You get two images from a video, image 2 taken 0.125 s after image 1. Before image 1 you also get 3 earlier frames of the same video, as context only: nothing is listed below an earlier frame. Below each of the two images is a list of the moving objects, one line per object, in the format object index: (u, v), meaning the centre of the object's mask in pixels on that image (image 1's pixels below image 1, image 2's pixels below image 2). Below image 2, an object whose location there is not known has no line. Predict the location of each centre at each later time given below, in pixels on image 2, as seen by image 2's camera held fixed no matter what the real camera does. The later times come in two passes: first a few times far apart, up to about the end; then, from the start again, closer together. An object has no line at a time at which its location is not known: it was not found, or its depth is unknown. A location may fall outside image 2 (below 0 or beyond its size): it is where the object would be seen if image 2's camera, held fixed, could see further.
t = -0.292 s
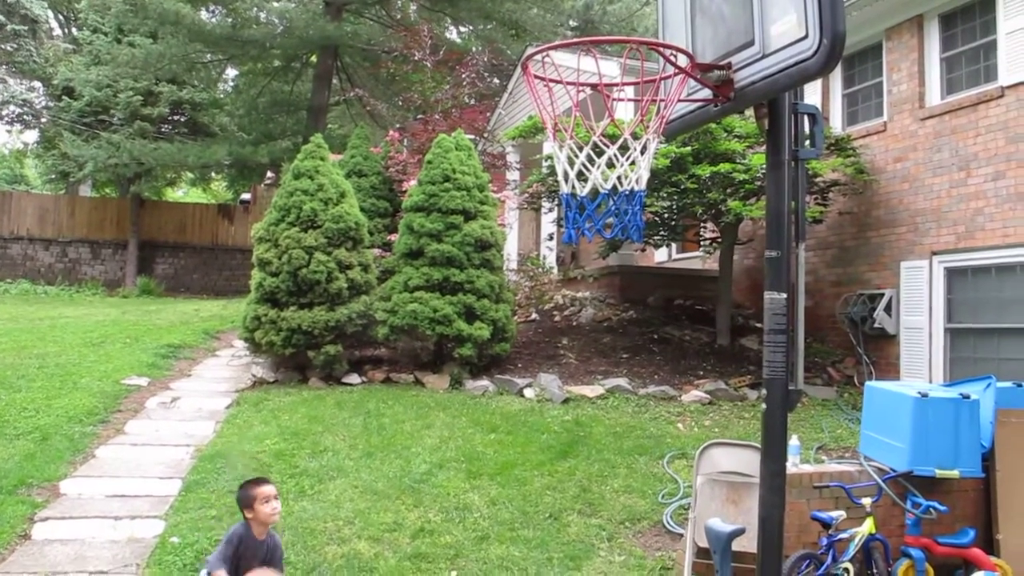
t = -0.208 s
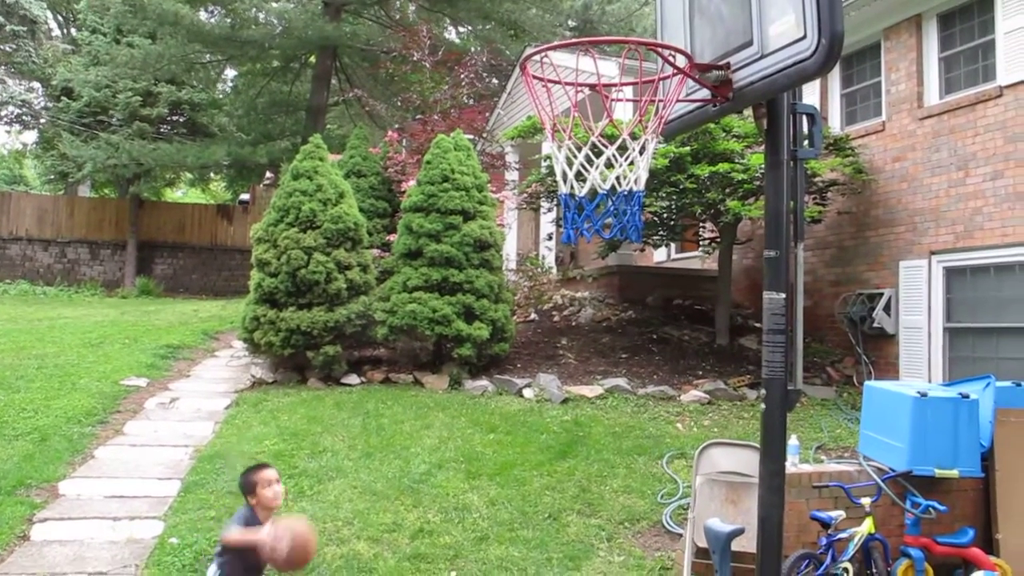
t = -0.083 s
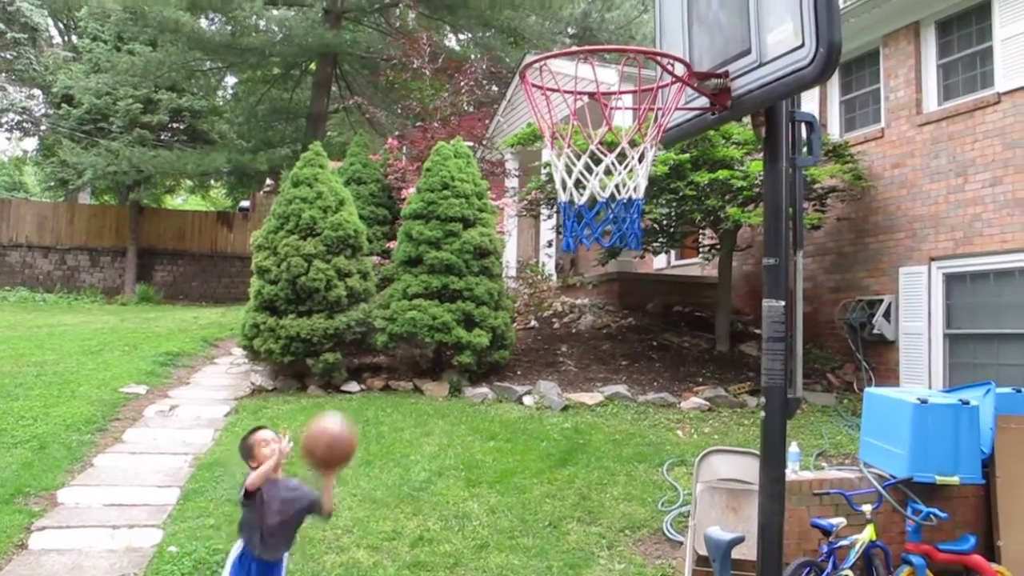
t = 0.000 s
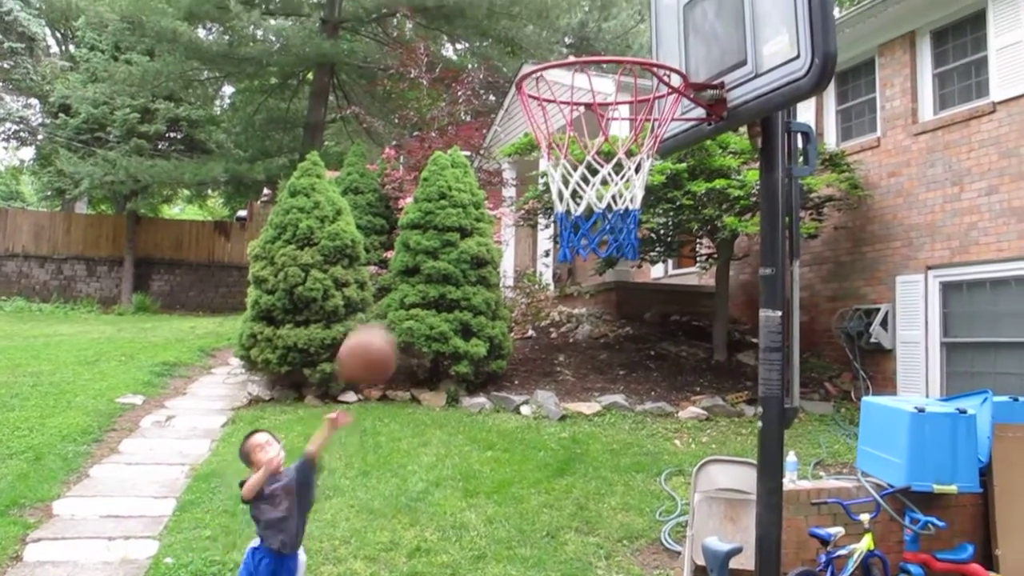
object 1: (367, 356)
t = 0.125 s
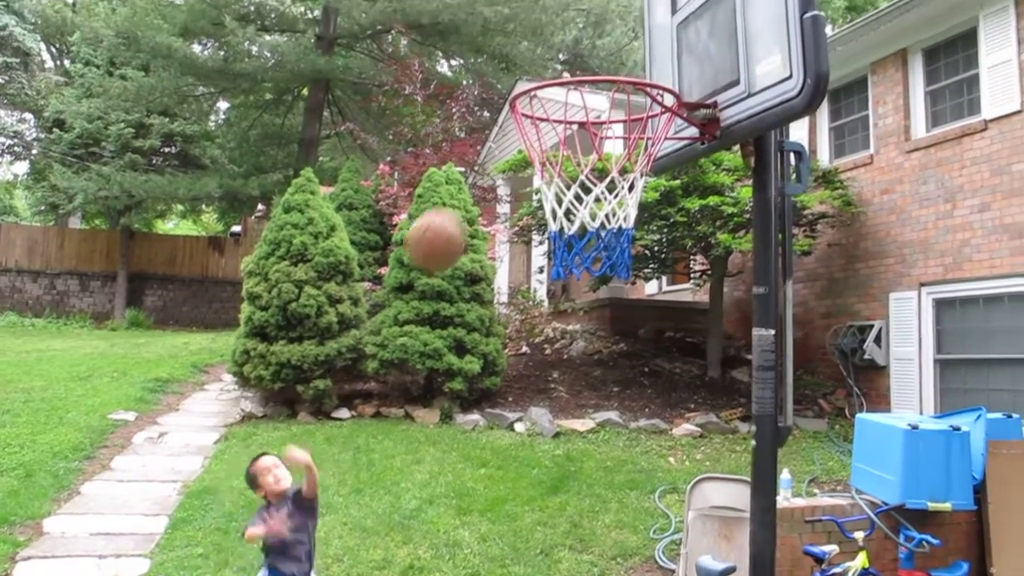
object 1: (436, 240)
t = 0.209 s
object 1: (487, 172)
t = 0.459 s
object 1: (619, 57)
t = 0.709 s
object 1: (596, 58)
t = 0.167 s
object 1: (462, 202)
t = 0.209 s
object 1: (487, 172)
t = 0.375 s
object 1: (593, 78)
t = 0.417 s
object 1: (620, 68)
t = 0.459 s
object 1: (619, 57)
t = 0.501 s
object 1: (616, 61)
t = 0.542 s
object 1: (613, 59)
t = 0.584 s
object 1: (608, 76)
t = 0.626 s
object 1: (603, 84)
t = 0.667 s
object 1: (600, 67)
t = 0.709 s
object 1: (596, 58)
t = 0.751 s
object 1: (592, 55)
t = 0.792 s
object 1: (588, 55)
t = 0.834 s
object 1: (583, 61)
